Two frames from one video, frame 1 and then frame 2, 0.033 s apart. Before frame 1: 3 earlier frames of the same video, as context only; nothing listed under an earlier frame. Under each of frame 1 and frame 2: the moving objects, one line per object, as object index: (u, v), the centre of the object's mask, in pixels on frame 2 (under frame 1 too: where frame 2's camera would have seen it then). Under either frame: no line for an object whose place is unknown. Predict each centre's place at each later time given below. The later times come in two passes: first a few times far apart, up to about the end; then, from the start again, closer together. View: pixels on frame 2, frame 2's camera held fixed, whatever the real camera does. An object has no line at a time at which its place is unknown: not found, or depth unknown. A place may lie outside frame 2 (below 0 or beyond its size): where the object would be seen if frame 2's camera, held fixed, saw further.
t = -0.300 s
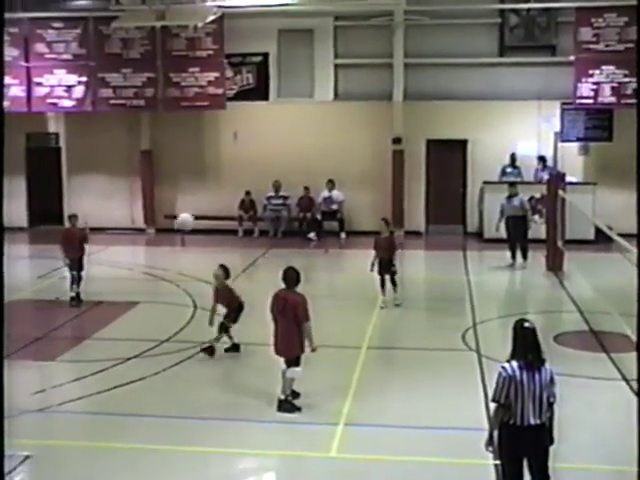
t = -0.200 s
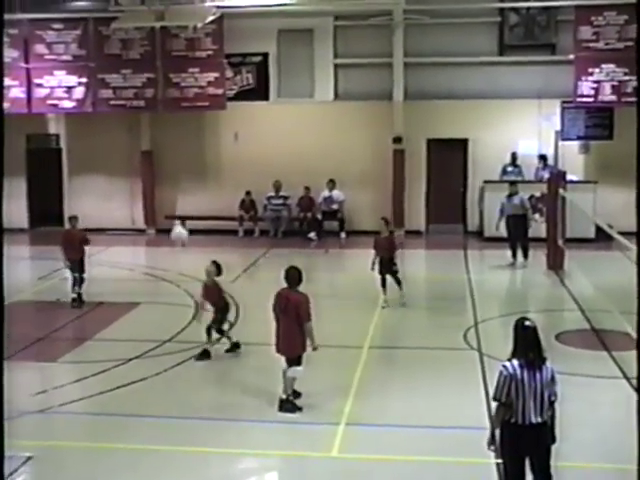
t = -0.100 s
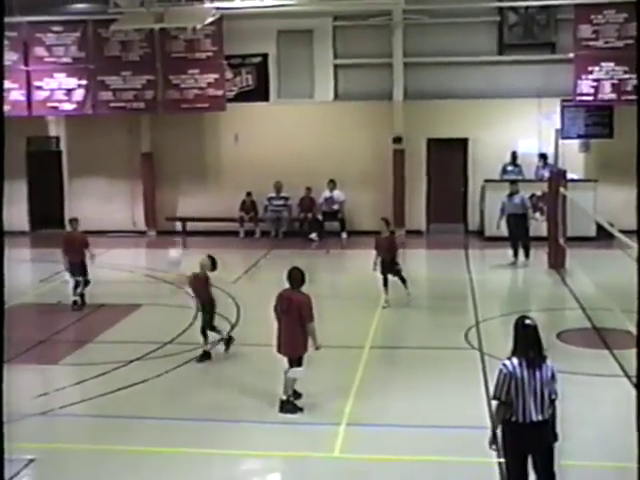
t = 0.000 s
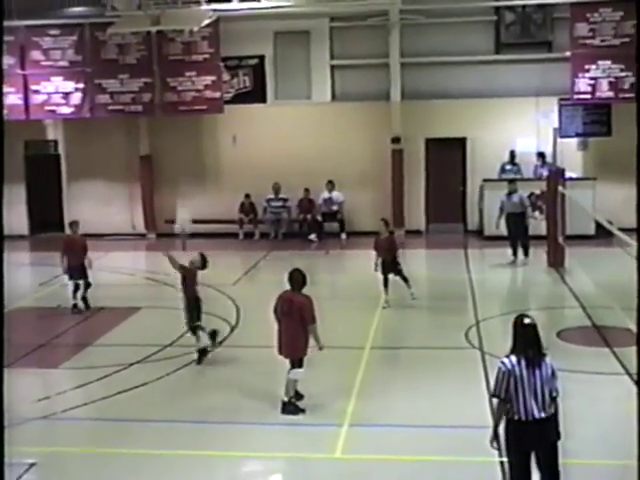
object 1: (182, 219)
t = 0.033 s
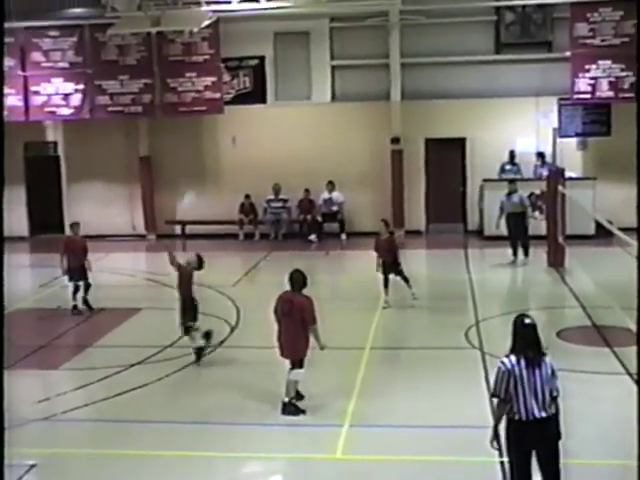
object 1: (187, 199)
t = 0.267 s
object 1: (227, 99)
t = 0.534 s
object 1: (275, 41)
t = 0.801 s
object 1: (322, 38)
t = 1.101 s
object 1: (377, 106)
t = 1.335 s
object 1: (412, 210)
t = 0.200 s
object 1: (215, 123)
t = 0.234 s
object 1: (221, 112)
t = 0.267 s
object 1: (227, 99)
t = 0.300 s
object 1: (234, 91)
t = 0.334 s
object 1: (239, 81)
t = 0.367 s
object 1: (246, 70)
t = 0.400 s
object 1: (251, 64)
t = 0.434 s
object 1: (256, 56)
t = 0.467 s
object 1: (262, 50)
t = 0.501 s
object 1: (269, 45)
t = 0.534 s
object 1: (275, 41)
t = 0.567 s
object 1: (281, 38)
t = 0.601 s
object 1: (286, 35)
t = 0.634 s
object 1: (292, 34)
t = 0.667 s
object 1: (298, 34)
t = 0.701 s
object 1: (303, 34)
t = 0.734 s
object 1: (309, 34)
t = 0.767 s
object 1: (315, 36)
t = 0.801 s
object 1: (322, 38)
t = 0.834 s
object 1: (330, 43)
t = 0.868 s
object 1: (335, 50)
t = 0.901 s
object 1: (340, 53)
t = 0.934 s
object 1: (346, 61)
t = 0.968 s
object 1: (353, 68)
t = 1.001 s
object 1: (358, 76)
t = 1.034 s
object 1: (364, 88)
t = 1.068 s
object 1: (370, 96)
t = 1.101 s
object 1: (377, 106)
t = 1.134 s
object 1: (381, 118)
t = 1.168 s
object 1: (386, 131)
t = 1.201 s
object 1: (392, 148)
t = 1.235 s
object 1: (397, 162)
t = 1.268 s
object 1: (401, 176)
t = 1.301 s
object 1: (407, 193)
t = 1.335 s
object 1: (412, 210)
